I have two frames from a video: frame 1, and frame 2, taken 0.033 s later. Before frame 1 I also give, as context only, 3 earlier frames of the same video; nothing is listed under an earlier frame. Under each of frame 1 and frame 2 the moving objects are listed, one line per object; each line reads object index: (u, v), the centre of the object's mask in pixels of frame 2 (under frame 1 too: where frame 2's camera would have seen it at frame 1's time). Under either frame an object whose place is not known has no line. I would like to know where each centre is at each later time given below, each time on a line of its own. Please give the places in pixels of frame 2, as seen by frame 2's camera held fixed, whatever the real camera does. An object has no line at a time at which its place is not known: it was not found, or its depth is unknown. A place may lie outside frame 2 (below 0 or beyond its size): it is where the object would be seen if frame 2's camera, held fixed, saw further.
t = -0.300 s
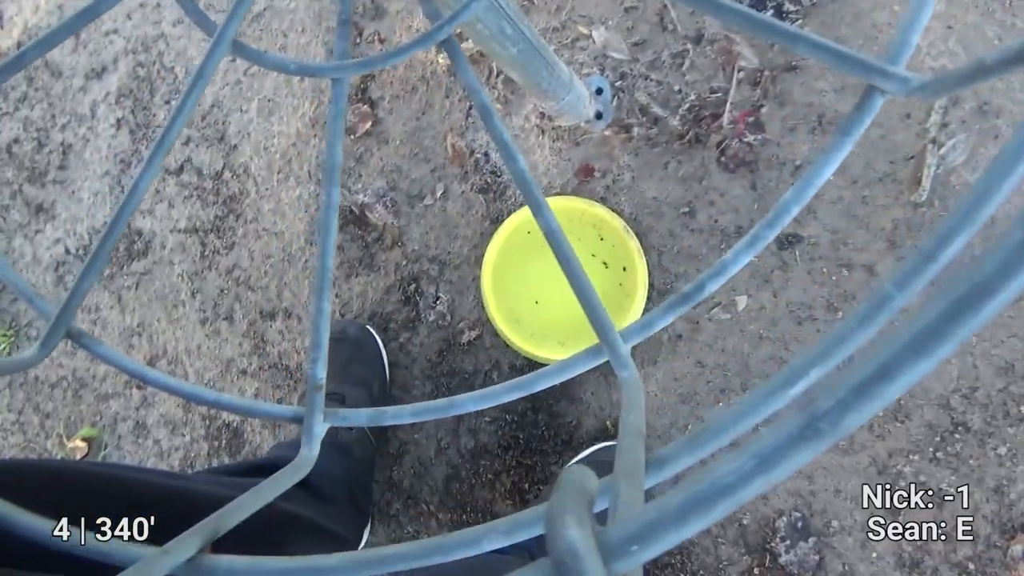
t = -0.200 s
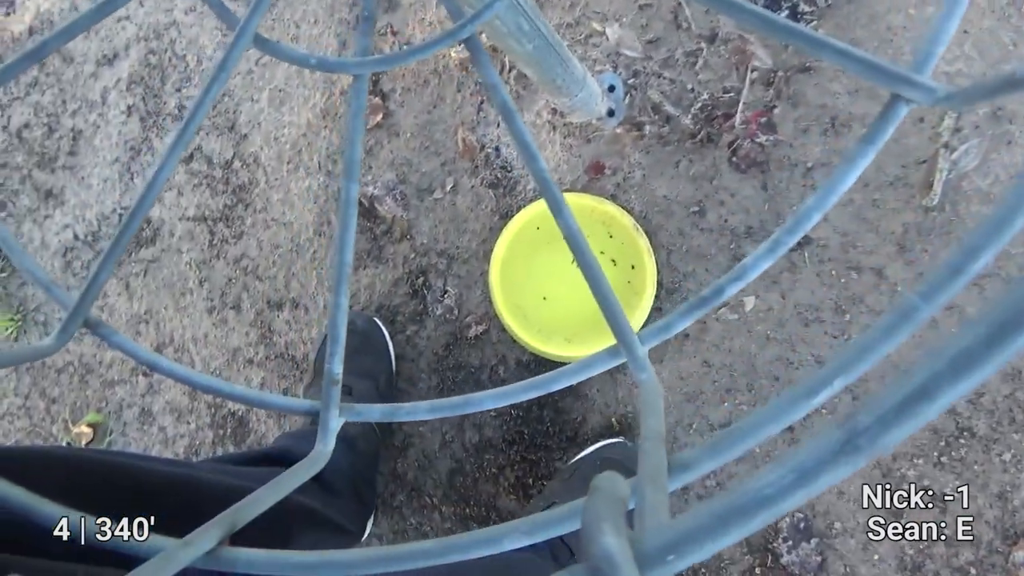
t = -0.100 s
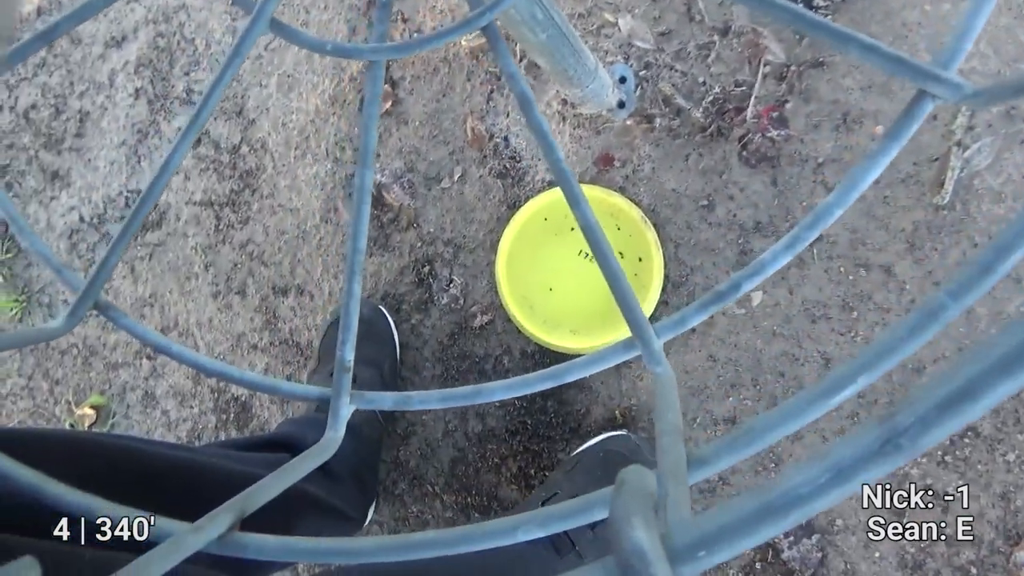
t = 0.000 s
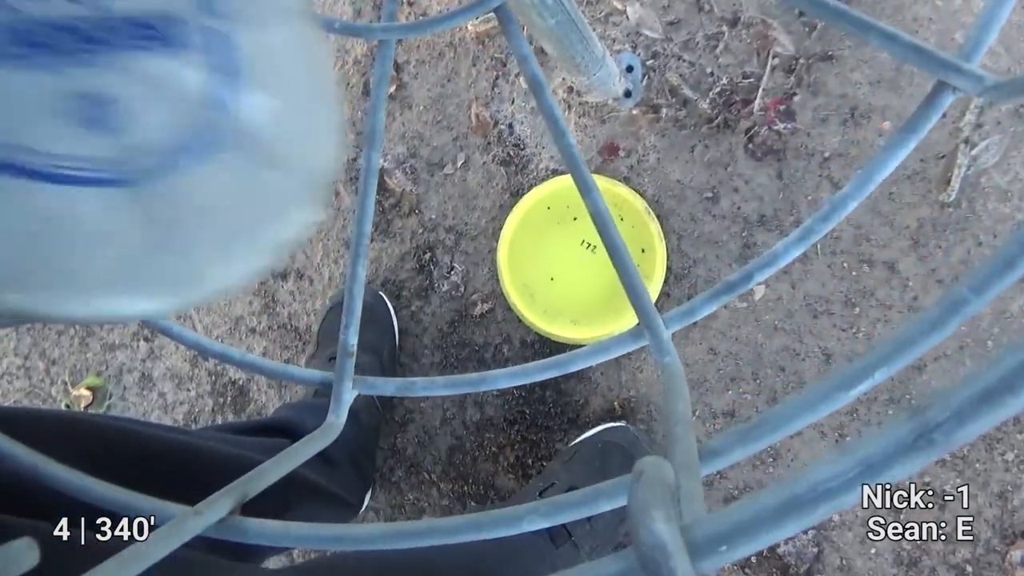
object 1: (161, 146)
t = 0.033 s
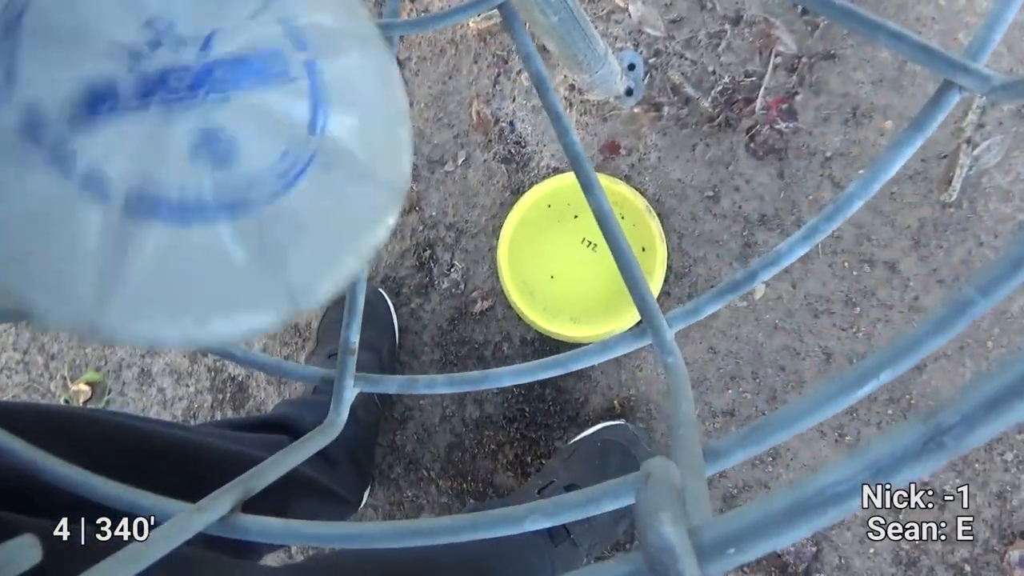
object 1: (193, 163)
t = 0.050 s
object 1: (189, 181)
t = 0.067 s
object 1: (187, 196)
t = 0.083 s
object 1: (185, 210)
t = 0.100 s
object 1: (184, 221)
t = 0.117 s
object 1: (180, 230)
